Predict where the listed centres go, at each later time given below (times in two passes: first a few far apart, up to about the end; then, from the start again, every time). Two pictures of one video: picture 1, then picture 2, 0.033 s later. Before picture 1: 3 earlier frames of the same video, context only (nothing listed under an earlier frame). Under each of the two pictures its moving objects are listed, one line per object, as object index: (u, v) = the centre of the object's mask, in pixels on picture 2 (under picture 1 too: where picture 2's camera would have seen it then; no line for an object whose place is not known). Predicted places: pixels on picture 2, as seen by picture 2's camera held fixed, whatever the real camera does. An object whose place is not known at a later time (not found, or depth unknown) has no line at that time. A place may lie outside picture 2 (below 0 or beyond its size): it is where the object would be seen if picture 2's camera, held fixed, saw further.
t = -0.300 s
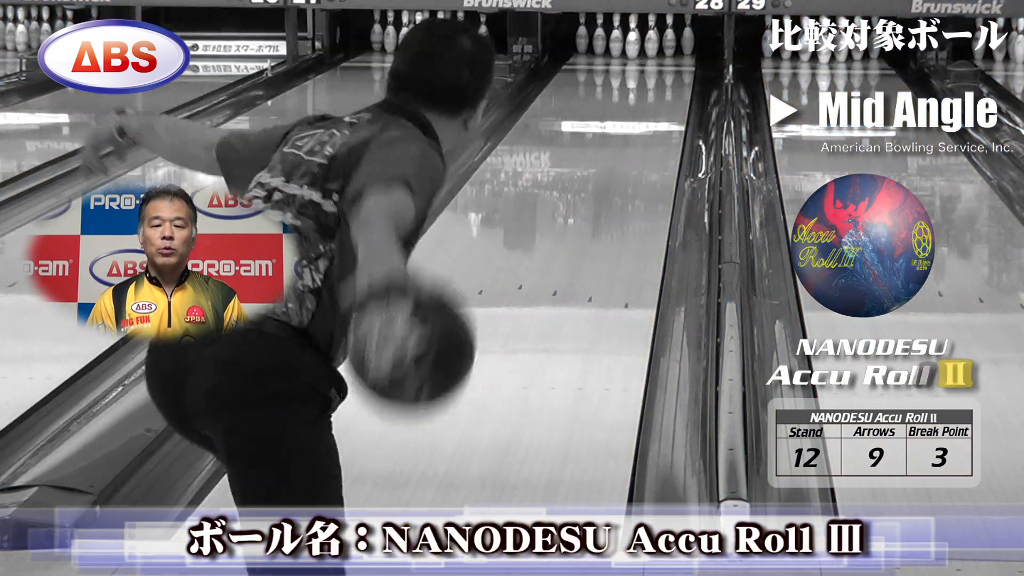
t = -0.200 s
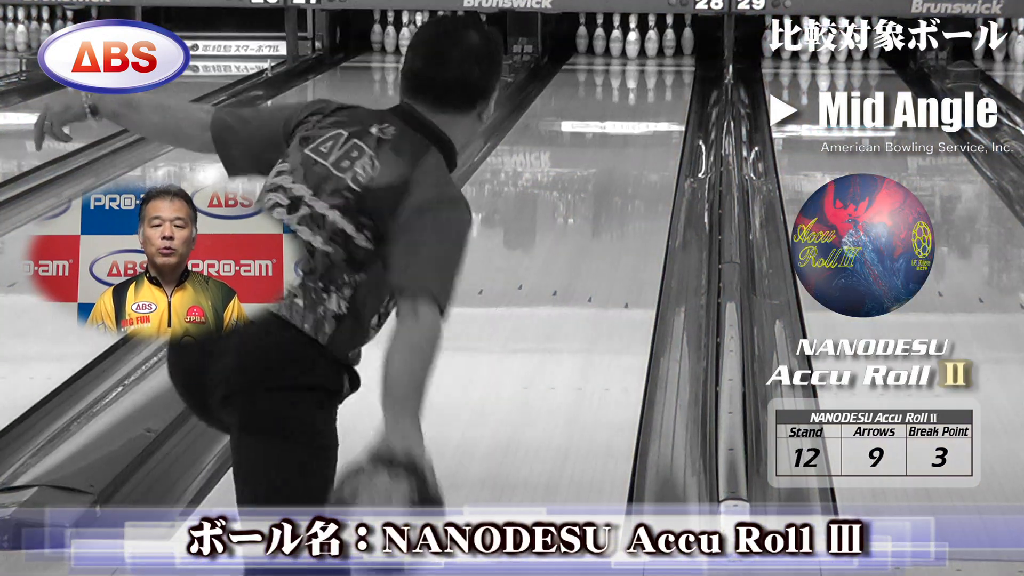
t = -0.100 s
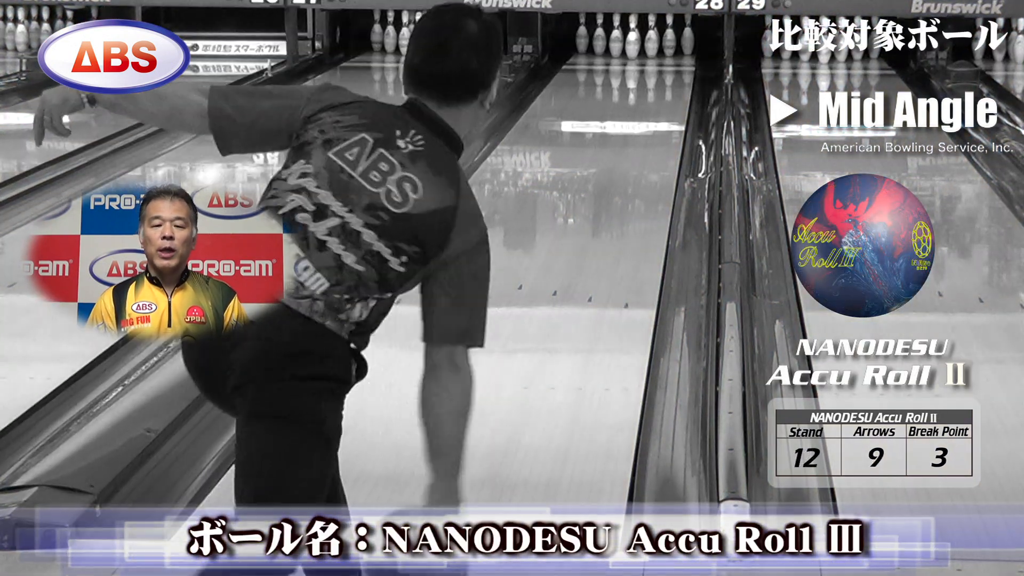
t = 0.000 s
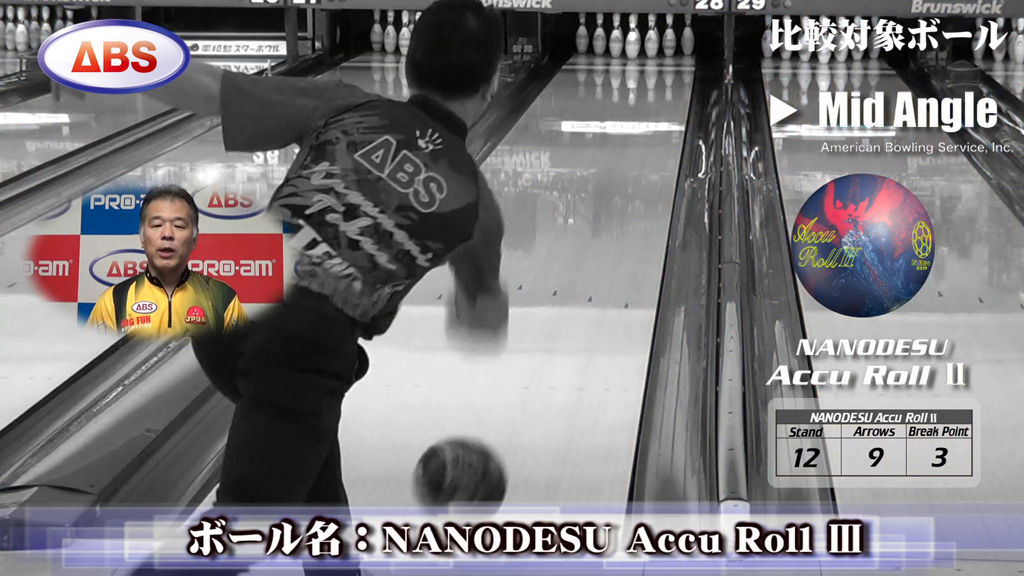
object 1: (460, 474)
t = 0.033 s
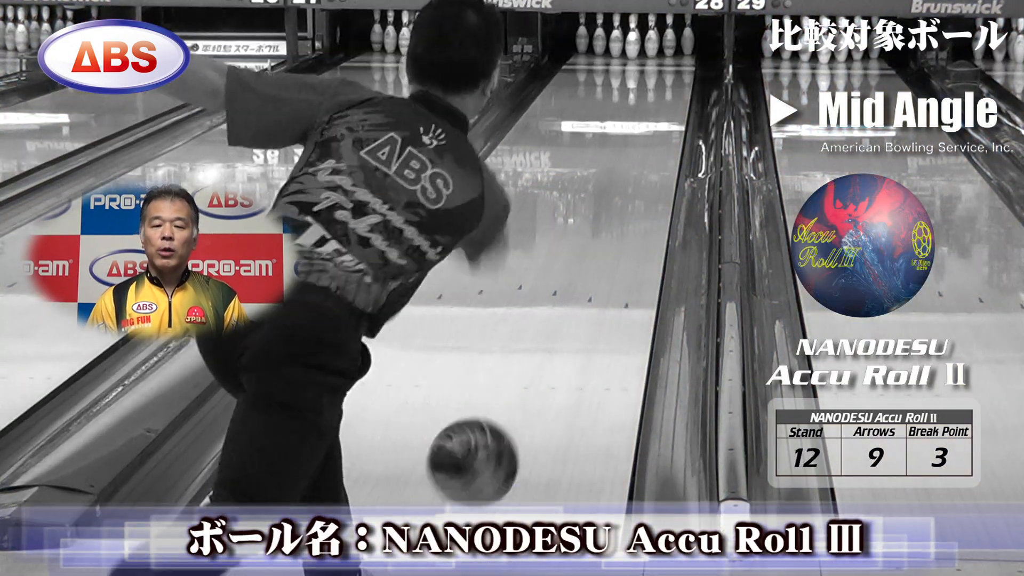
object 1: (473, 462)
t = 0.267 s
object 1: (544, 369)
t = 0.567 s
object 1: (602, 270)
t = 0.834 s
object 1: (633, 209)
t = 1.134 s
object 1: (655, 160)
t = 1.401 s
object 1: (665, 128)
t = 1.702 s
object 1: (669, 99)
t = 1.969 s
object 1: (666, 80)
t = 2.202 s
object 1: (659, 67)
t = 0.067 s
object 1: (485, 448)
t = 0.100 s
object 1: (497, 439)
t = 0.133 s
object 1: (507, 434)
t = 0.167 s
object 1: (518, 415)
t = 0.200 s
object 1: (527, 400)
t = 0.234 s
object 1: (536, 384)
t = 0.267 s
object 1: (544, 369)
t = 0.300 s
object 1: (552, 355)
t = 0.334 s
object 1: (560, 342)
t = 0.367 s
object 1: (567, 331)
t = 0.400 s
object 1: (573, 319)
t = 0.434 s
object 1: (580, 308)
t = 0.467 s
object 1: (585, 297)
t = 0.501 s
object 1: (591, 287)
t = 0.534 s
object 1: (597, 278)
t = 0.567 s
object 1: (602, 270)
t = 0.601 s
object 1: (606, 261)
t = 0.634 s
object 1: (610, 252)
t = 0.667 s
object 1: (615, 245)
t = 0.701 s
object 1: (619, 237)
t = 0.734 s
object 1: (623, 230)
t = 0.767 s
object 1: (627, 223)
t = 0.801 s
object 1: (629, 216)
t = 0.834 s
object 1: (633, 209)
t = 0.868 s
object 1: (636, 203)
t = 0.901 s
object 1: (639, 197)
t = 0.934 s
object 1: (642, 192)
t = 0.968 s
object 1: (645, 185)
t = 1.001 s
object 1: (647, 180)
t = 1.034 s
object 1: (649, 175)
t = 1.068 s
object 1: (651, 170)
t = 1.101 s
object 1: (653, 164)
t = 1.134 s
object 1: (655, 160)
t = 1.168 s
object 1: (657, 155)
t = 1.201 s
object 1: (659, 151)
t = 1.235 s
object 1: (660, 147)
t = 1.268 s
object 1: (661, 143)
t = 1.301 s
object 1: (662, 139)
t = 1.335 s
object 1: (663, 135)
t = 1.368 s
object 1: (664, 132)
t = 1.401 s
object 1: (665, 128)
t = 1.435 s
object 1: (666, 125)
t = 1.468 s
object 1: (667, 122)
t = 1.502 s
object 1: (668, 118)
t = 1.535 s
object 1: (668, 114)
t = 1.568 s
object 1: (668, 111)
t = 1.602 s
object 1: (668, 108)
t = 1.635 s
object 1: (669, 106)
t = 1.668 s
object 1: (669, 103)
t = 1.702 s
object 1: (669, 99)
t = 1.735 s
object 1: (668, 97)
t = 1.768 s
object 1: (668, 94)
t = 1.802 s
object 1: (669, 91)
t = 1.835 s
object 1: (668, 89)
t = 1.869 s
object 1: (668, 87)
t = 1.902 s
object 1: (668, 85)
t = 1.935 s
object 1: (668, 83)
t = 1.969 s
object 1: (666, 80)
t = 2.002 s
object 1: (665, 78)
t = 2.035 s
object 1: (664, 76)
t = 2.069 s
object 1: (665, 75)
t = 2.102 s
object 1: (661, 72)
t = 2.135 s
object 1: (660, 70)
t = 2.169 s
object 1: (660, 68)
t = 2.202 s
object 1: (659, 67)
